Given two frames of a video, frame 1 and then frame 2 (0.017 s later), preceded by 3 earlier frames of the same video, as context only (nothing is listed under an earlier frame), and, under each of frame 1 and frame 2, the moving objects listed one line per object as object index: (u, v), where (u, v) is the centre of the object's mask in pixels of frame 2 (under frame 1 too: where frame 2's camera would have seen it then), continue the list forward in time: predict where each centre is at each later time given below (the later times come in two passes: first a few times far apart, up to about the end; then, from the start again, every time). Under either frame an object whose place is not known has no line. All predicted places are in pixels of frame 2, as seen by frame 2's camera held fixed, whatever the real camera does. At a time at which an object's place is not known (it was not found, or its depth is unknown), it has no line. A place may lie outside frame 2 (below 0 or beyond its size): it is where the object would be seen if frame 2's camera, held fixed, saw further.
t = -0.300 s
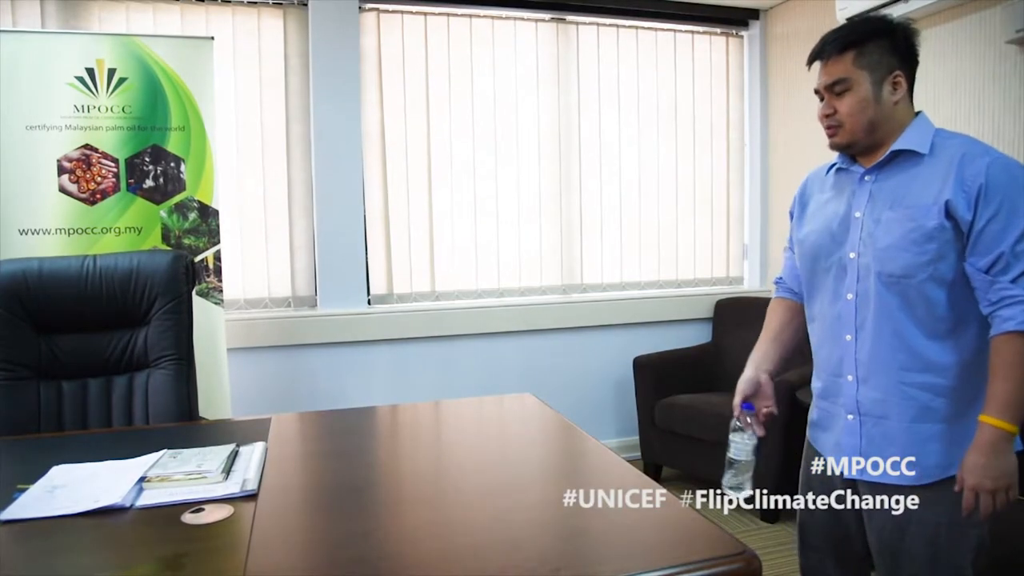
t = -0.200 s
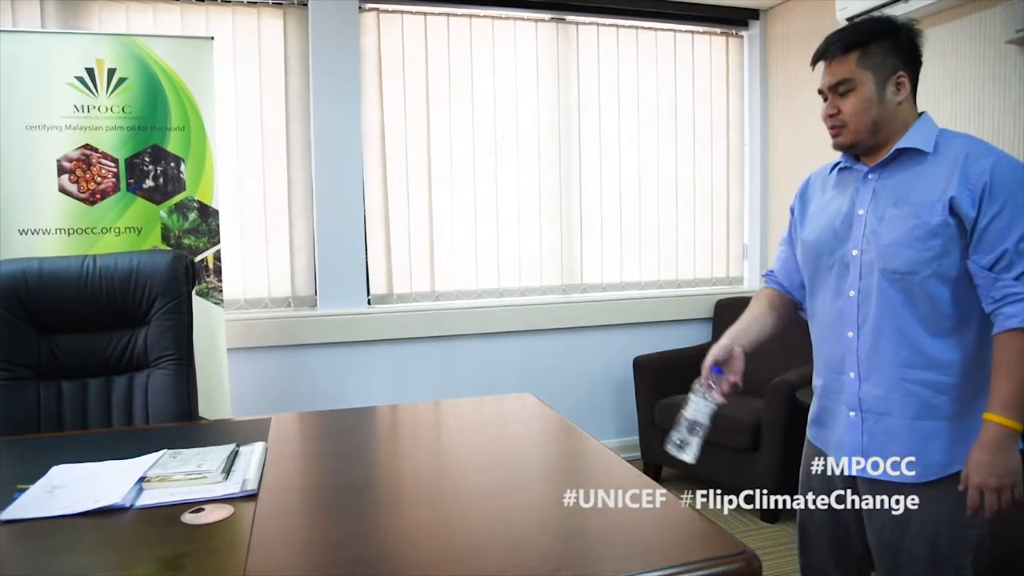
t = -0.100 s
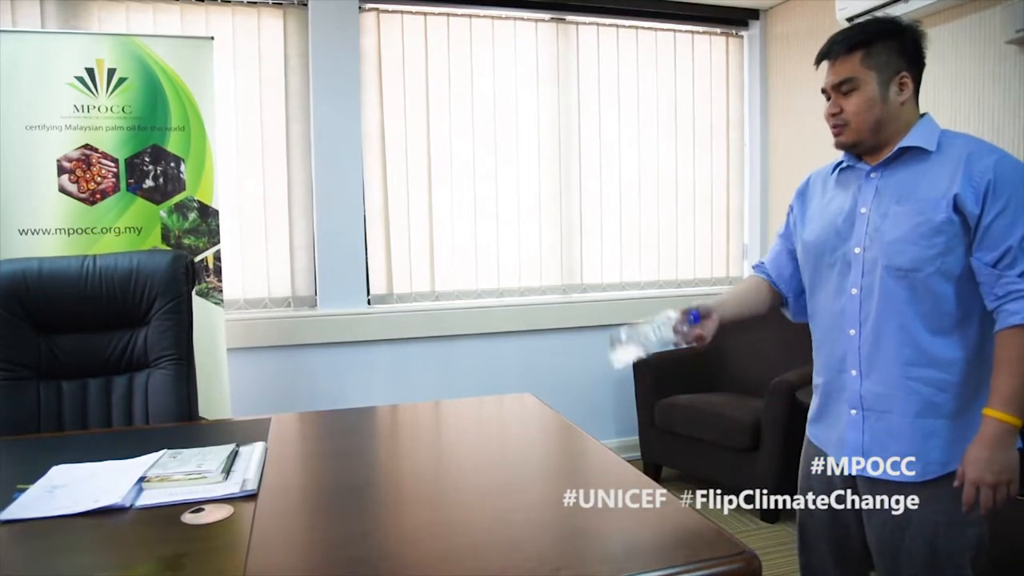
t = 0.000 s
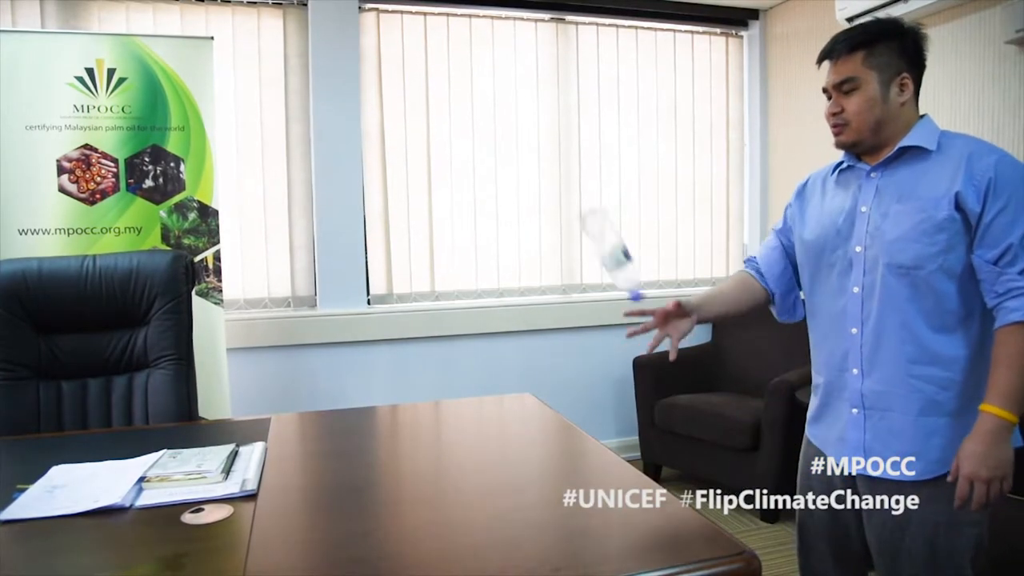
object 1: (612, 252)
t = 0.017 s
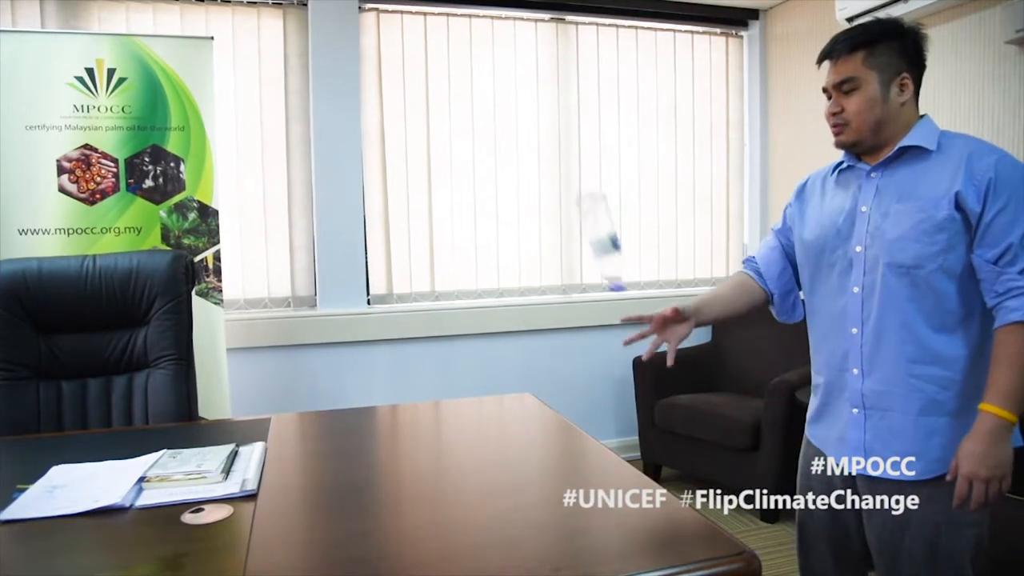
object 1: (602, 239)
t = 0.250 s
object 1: (511, 117)
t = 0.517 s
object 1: (453, 340)
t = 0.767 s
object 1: (432, 431)
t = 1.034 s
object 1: (434, 432)
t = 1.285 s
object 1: (404, 432)
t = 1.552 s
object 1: (407, 430)
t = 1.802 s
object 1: (407, 430)
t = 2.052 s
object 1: (407, 430)
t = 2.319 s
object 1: (406, 430)
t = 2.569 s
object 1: (406, 430)
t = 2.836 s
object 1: (406, 430)
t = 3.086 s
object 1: (406, 430)
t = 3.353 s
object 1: (406, 430)
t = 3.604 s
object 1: (406, 430)
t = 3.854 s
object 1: (406, 431)
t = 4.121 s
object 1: (406, 431)
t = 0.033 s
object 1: (593, 226)
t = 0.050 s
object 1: (583, 213)
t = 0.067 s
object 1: (575, 199)
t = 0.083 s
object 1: (567, 183)
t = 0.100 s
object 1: (560, 171)
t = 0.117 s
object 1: (553, 160)
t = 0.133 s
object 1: (546, 150)
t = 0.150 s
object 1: (542, 140)
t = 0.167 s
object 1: (535, 133)
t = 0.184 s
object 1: (532, 127)
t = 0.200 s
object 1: (526, 123)
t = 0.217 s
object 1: (523, 120)
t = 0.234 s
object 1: (517, 118)
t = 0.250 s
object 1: (511, 117)
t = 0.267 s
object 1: (508, 119)
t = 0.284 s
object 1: (504, 122)
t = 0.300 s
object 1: (500, 127)
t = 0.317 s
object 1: (495, 133)
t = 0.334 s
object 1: (491, 141)
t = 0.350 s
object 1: (488, 151)
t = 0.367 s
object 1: (484, 162)
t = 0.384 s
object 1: (481, 174)
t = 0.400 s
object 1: (479, 188)
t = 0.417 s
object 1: (472, 204)
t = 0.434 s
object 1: (469, 222)
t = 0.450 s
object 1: (467, 243)
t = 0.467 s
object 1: (462, 266)
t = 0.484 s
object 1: (460, 289)
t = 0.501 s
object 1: (456, 314)
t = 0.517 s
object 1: (453, 340)
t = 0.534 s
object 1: (447, 361)
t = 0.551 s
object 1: (445, 394)
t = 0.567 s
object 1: (442, 424)
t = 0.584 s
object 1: (437, 430)
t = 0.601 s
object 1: (436, 429)
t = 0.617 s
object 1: (434, 429)
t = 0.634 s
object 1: (433, 430)
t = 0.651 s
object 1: (432, 430)
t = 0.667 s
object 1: (432, 431)
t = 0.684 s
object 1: (432, 431)
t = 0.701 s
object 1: (432, 431)
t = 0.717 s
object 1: (432, 431)
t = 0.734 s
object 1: (432, 431)
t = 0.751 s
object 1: (432, 431)
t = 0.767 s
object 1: (432, 431)
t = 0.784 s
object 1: (432, 431)
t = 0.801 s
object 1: (432, 431)
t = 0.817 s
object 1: (433, 431)
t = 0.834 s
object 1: (433, 432)
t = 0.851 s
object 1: (433, 432)
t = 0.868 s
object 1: (434, 432)
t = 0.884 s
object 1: (434, 432)
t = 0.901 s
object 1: (434, 432)
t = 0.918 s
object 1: (434, 432)
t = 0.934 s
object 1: (434, 432)
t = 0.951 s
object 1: (434, 432)
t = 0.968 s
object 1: (434, 432)
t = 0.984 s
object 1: (434, 432)
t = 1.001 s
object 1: (434, 432)
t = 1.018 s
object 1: (434, 432)
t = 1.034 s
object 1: (434, 432)
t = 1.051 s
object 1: (433, 431)
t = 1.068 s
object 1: (432, 431)
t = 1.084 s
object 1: (431, 431)
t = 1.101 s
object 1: (430, 431)
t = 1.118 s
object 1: (429, 431)
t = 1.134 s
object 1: (428, 431)
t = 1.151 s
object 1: (426, 431)
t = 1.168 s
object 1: (425, 431)
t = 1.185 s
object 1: (423, 431)
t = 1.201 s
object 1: (420, 431)
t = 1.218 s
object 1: (417, 432)
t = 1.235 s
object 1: (413, 432)
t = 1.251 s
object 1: (409, 432)
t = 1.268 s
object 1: (407, 432)
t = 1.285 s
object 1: (404, 432)
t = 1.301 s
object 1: (402, 431)
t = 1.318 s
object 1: (402, 431)
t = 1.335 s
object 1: (400, 432)
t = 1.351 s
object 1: (400, 432)
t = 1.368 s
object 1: (401, 431)
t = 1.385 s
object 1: (401, 431)
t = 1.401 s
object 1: (402, 432)
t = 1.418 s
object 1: (404, 431)
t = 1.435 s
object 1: (405, 430)
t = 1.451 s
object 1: (406, 430)
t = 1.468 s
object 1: (406, 429)
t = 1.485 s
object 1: (406, 430)
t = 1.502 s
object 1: (406, 430)
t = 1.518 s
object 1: (406, 430)
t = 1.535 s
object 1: (406, 430)
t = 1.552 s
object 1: (407, 430)
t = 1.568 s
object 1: (407, 430)
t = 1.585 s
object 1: (406, 430)
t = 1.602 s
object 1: (406, 430)
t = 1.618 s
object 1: (407, 430)
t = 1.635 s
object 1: (407, 430)
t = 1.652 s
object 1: (407, 430)
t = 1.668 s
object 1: (407, 430)
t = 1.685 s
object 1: (407, 430)
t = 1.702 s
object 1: (407, 430)
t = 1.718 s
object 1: (406, 430)
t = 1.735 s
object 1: (406, 430)
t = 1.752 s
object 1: (407, 430)
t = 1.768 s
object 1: (406, 430)
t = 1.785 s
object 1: (406, 430)
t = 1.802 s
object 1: (407, 430)
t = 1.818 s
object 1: (406, 430)
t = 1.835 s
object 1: (407, 430)
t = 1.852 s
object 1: (407, 430)
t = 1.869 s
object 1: (406, 430)
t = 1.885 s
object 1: (407, 430)
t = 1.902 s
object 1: (407, 430)
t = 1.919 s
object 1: (407, 430)
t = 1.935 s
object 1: (407, 430)
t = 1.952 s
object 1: (407, 430)
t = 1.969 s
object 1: (407, 430)
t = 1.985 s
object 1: (407, 430)
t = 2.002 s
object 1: (407, 430)
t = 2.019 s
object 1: (406, 430)
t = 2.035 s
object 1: (406, 430)
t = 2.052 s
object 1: (407, 430)
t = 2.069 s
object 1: (407, 430)
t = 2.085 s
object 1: (407, 430)
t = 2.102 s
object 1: (406, 430)
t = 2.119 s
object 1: (406, 430)
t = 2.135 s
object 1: (407, 430)
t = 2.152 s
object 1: (406, 430)
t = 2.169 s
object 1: (406, 430)
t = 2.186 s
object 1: (406, 430)
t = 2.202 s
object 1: (406, 430)
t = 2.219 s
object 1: (406, 430)
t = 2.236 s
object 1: (406, 430)
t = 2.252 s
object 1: (406, 430)
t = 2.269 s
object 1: (406, 430)
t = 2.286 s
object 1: (406, 430)
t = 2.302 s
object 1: (406, 430)
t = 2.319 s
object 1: (406, 430)
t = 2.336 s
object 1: (406, 430)
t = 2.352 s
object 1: (406, 430)
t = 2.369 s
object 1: (406, 430)
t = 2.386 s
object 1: (406, 430)
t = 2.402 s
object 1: (406, 430)
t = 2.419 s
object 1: (406, 430)
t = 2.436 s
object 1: (406, 430)
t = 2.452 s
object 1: (406, 430)
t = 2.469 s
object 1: (406, 430)
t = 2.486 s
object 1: (406, 430)
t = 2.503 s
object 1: (406, 430)
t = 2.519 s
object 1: (406, 430)
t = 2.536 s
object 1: (406, 430)
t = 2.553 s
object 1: (406, 430)
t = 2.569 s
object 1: (406, 430)
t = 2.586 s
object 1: (406, 430)
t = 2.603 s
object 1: (406, 430)
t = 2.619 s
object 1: (406, 430)
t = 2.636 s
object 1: (406, 430)
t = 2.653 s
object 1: (406, 430)
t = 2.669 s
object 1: (406, 430)
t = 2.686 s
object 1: (406, 430)
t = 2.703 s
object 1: (406, 430)
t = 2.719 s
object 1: (406, 430)
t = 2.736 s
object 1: (406, 430)
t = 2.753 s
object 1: (406, 430)
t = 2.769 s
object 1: (406, 430)
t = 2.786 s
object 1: (406, 430)
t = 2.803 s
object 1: (406, 430)
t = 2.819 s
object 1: (406, 430)
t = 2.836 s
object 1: (406, 430)
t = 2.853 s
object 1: (406, 430)
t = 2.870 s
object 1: (406, 430)
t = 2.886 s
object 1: (406, 430)
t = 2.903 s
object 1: (406, 430)
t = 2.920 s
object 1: (406, 430)
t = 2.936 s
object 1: (406, 430)
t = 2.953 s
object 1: (406, 430)
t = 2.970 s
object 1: (406, 430)
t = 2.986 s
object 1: (406, 430)
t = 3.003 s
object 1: (406, 430)
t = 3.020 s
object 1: (406, 430)
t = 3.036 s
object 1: (406, 430)
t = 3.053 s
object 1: (406, 430)
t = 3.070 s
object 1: (406, 430)
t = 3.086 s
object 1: (406, 430)
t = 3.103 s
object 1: (406, 430)
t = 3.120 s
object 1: (406, 430)
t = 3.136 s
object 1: (406, 430)
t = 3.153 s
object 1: (406, 430)
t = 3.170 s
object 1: (406, 430)
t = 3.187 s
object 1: (406, 430)
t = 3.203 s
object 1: (406, 430)
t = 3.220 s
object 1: (406, 430)
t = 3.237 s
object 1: (406, 430)
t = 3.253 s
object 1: (406, 430)
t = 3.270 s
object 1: (406, 430)
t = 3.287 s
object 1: (406, 430)
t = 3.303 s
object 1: (406, 430)
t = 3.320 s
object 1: (406, 430)
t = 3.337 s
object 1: (406, 430)
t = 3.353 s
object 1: (406, 430)
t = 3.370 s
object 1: (406, 430)
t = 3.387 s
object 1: (406, 430)
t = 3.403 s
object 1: (406, 430)
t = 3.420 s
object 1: (406, 430)
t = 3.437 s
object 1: (406, 430)
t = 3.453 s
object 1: (406, 430)
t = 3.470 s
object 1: (406, 430)
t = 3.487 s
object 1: (406, 430)
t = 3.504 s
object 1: (406, 430)
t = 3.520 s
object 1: (406, 430)
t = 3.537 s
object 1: (406, 430)
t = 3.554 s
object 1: (406, 430)
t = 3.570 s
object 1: (406, 430)
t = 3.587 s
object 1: (406, 430)
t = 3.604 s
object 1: (406, 430)
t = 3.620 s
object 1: (406, 430)
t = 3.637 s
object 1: (406, 430)
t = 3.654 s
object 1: (406, 430)
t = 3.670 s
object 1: (406, 430)
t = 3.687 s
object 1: (406, 430)
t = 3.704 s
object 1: (406, 430)
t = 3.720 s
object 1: (406, 430)
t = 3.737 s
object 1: (406, 430)
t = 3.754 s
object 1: (406, 430)
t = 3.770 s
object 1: (406, 430)
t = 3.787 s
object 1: (406, 430)
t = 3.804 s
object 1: (406, 430)
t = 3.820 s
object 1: (406, 430)
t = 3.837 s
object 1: (406, 430)
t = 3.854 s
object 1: (406, 431)
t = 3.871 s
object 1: (406, 431)
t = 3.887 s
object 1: (406, 431)
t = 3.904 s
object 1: (406, 431)
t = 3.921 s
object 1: (406, 431)
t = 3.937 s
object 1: (406, 431)
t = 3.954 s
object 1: (406, 431)
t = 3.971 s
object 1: (406, 431)
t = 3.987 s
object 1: (406, 431)
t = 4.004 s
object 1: (406, 431)
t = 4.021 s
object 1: (406, 431)
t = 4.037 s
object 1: (406, 431)
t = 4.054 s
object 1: (406, 431)
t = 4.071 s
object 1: (406, 431)
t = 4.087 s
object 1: (406, 431)
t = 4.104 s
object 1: (406, 431)
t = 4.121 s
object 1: (406, 431)
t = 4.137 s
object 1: (406, 431)
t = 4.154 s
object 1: (406, 431)
